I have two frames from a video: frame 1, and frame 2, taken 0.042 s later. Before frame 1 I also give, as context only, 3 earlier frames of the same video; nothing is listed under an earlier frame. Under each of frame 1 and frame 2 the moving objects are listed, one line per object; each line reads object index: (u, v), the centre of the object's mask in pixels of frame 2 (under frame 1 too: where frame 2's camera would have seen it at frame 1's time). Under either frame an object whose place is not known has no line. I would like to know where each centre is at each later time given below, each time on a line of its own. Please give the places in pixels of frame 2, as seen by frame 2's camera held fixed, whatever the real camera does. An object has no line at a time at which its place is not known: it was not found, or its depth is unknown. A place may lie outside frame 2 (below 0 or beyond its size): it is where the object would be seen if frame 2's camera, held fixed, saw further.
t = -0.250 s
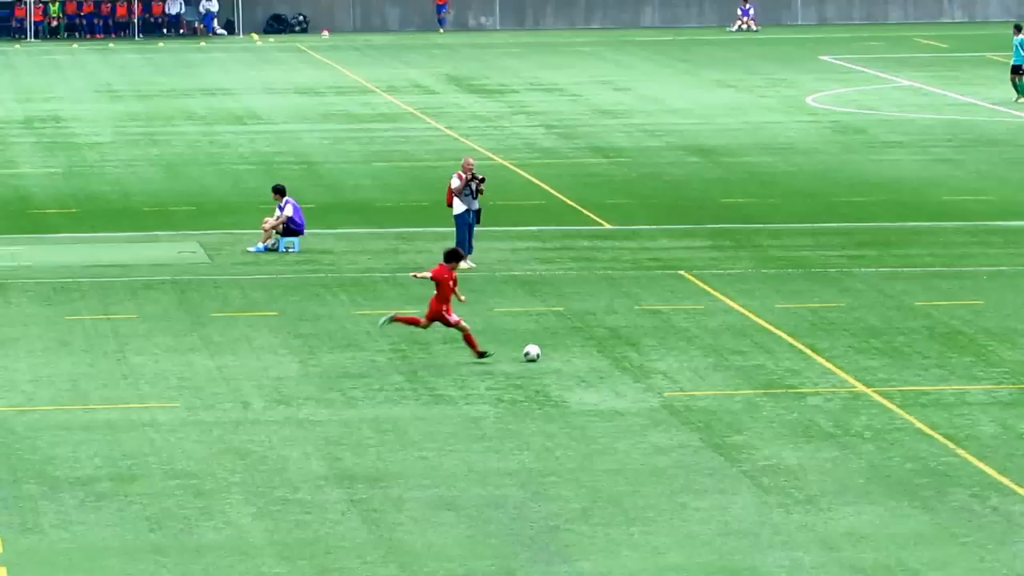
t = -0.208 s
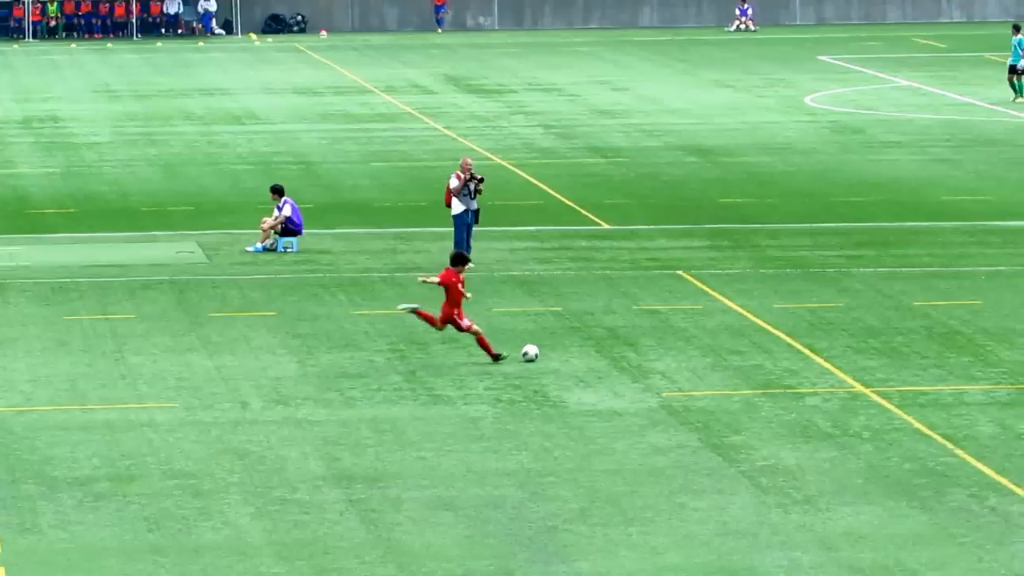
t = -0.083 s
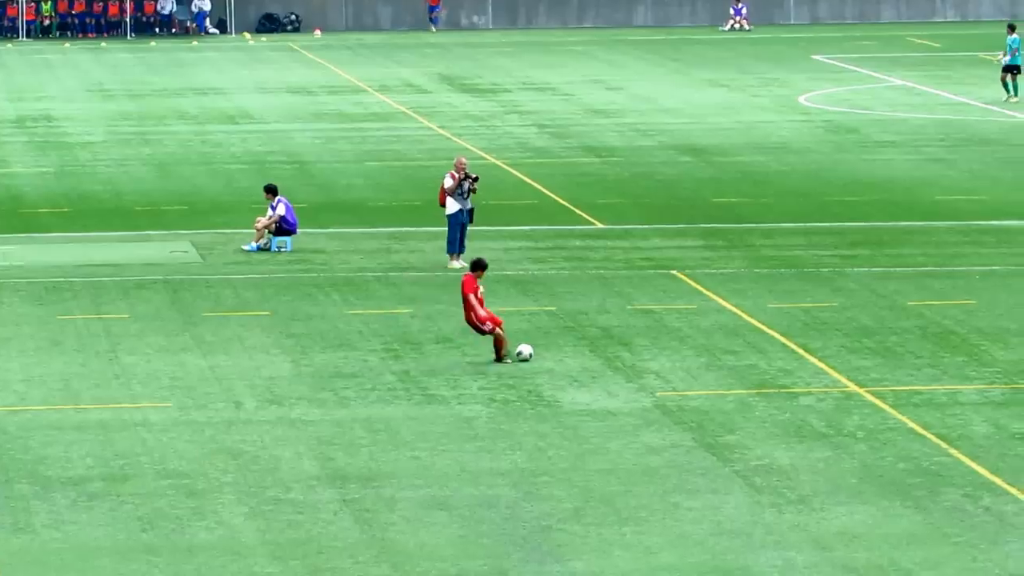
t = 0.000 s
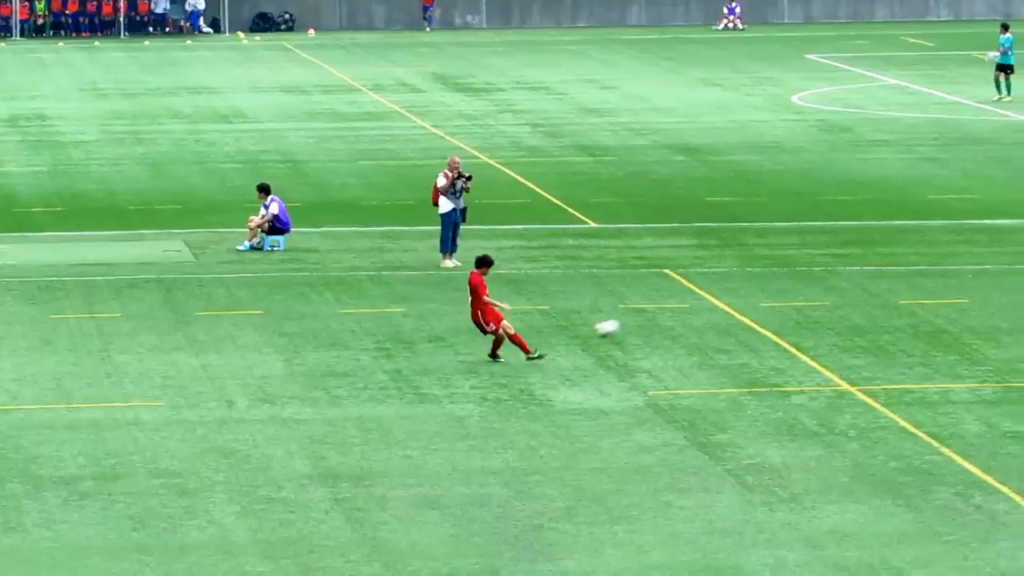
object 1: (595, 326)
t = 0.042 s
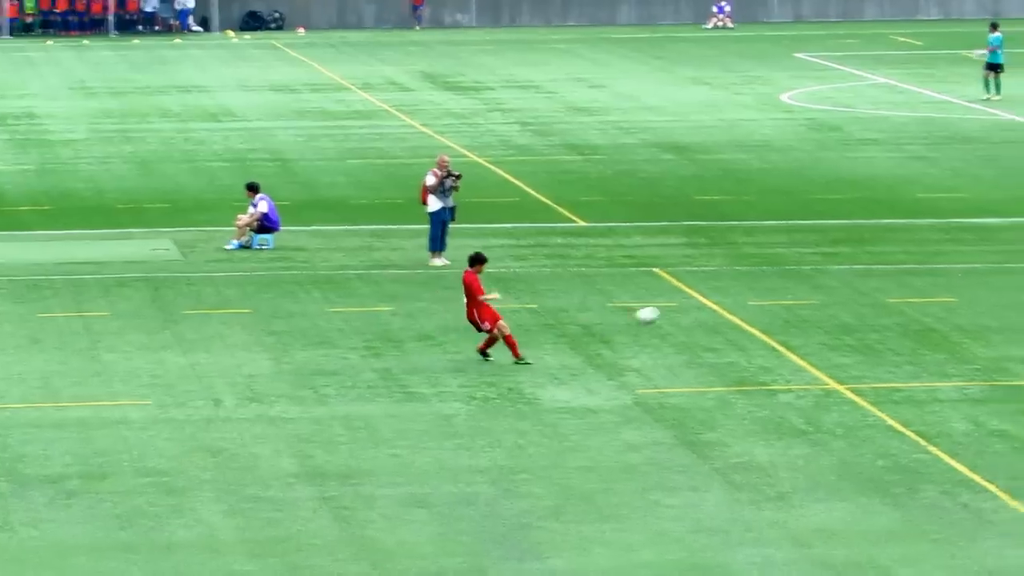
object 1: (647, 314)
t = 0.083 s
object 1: (699, 303)
